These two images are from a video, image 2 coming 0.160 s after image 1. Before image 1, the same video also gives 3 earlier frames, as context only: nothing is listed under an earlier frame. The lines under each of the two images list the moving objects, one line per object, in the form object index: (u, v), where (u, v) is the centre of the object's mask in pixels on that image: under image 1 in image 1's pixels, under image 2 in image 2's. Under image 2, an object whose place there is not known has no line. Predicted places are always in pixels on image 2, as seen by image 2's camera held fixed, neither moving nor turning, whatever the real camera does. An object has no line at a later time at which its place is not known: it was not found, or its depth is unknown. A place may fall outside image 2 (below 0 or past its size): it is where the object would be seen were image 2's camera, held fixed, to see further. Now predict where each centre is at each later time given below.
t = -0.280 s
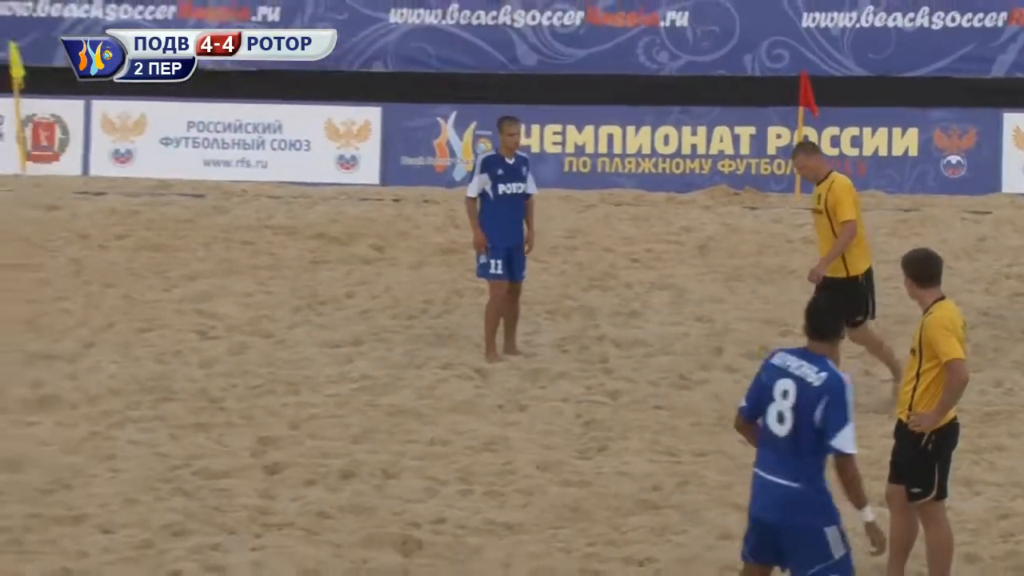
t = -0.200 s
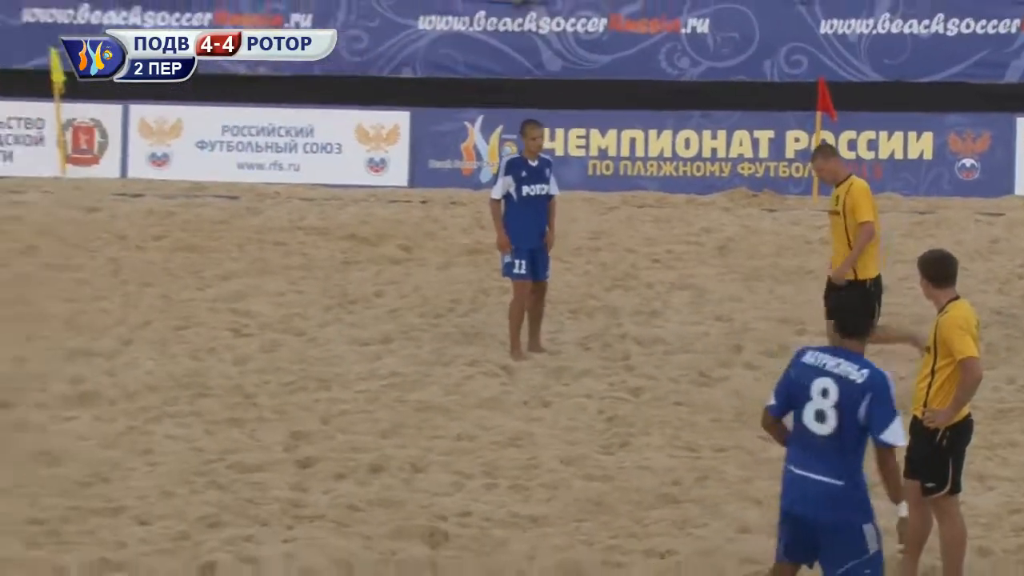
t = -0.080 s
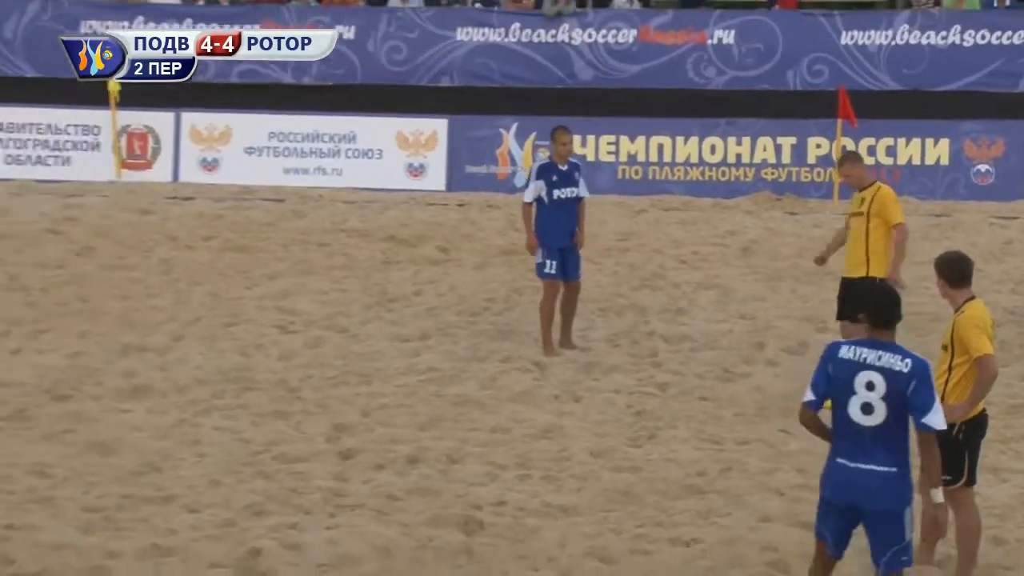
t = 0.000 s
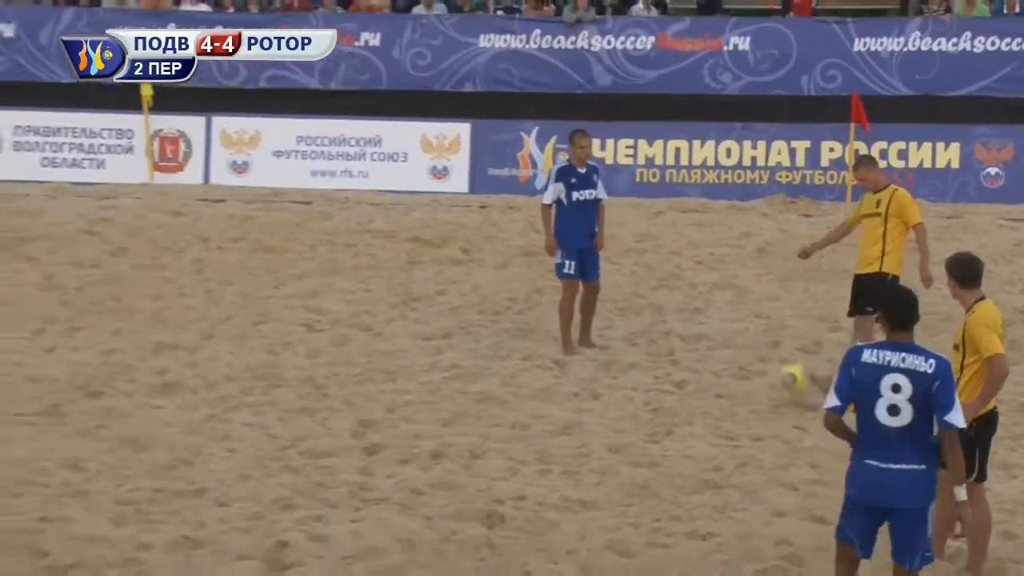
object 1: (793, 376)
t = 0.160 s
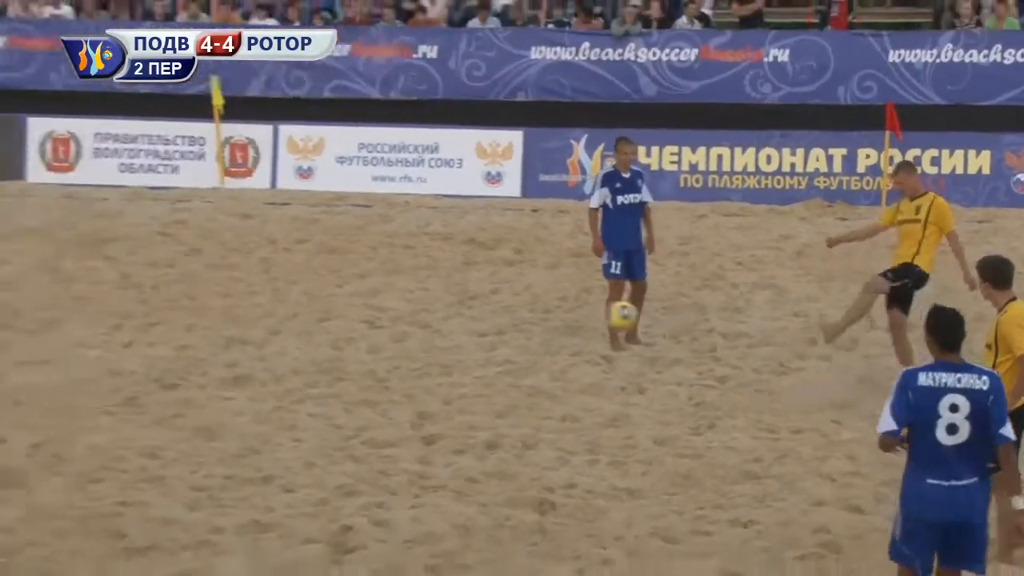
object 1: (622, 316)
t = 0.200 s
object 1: (566, 308)
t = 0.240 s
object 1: (511, 302)
